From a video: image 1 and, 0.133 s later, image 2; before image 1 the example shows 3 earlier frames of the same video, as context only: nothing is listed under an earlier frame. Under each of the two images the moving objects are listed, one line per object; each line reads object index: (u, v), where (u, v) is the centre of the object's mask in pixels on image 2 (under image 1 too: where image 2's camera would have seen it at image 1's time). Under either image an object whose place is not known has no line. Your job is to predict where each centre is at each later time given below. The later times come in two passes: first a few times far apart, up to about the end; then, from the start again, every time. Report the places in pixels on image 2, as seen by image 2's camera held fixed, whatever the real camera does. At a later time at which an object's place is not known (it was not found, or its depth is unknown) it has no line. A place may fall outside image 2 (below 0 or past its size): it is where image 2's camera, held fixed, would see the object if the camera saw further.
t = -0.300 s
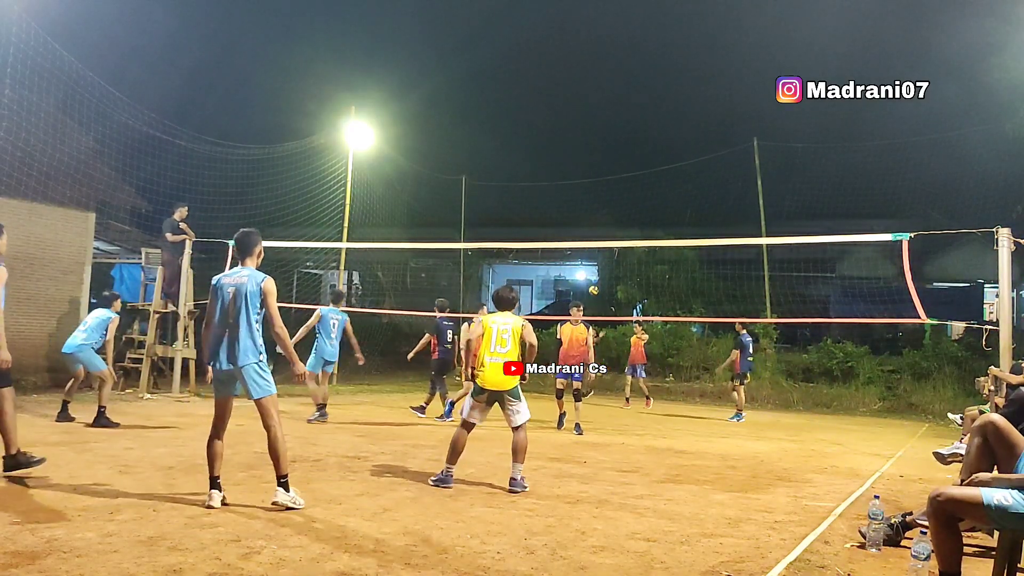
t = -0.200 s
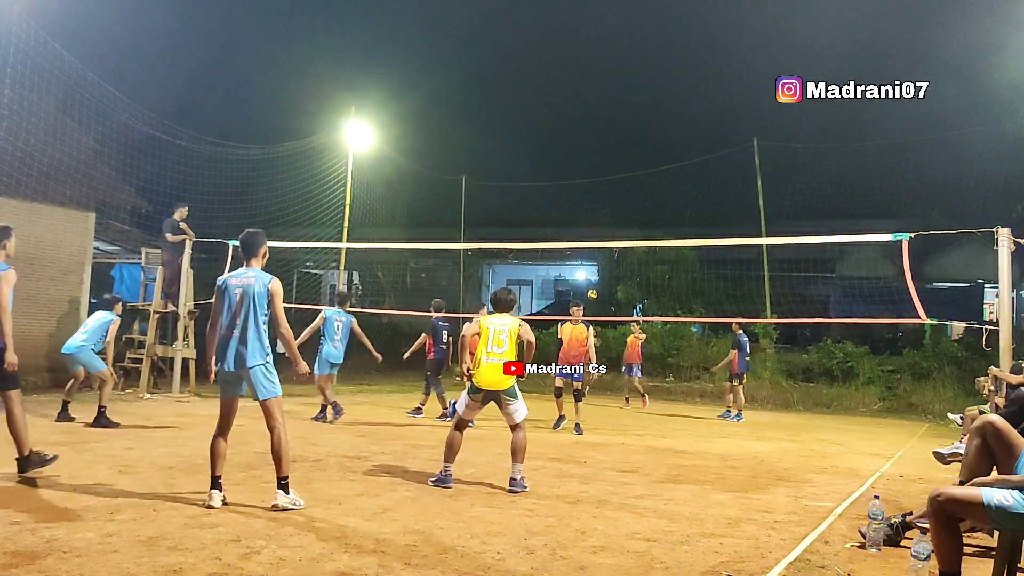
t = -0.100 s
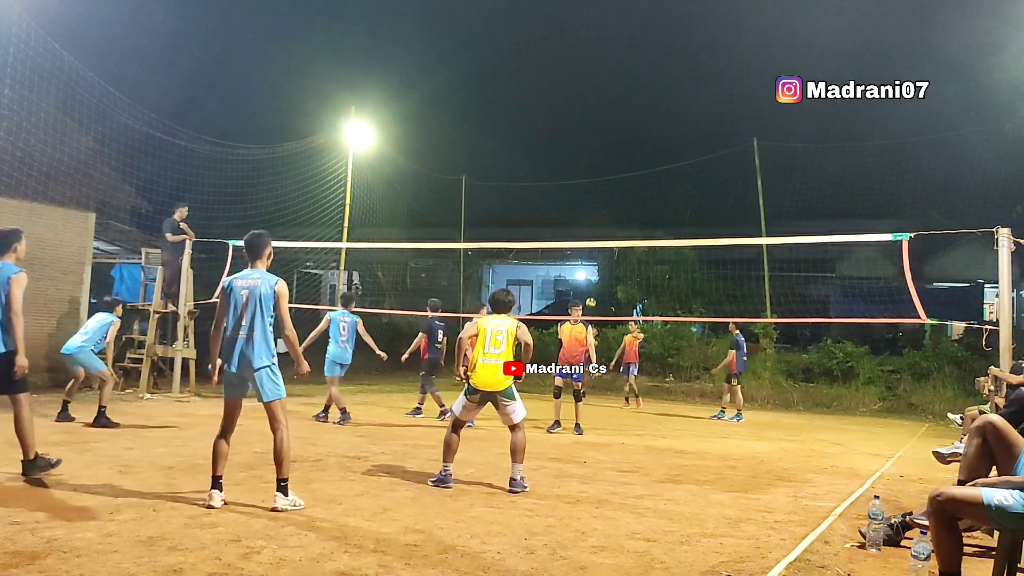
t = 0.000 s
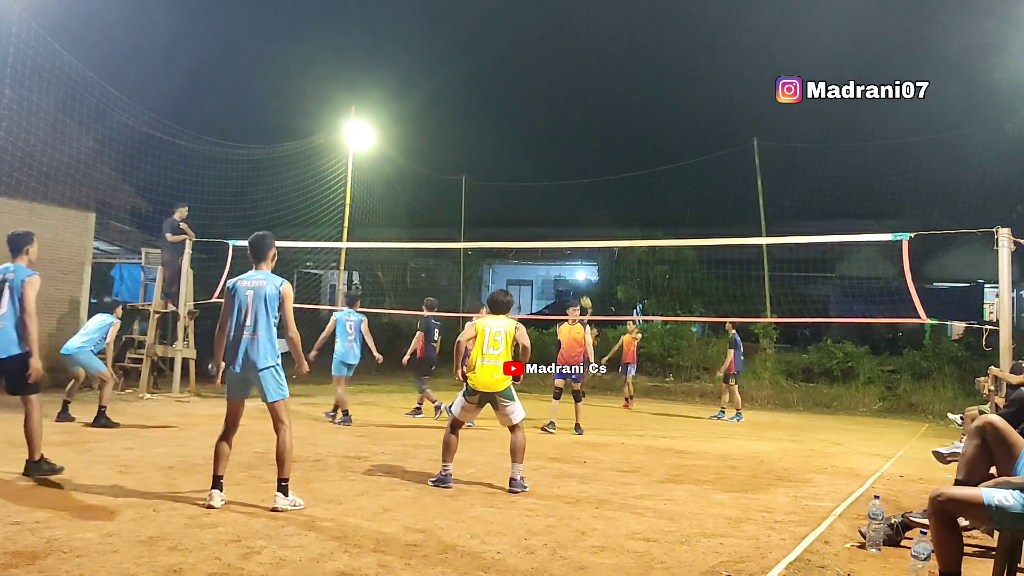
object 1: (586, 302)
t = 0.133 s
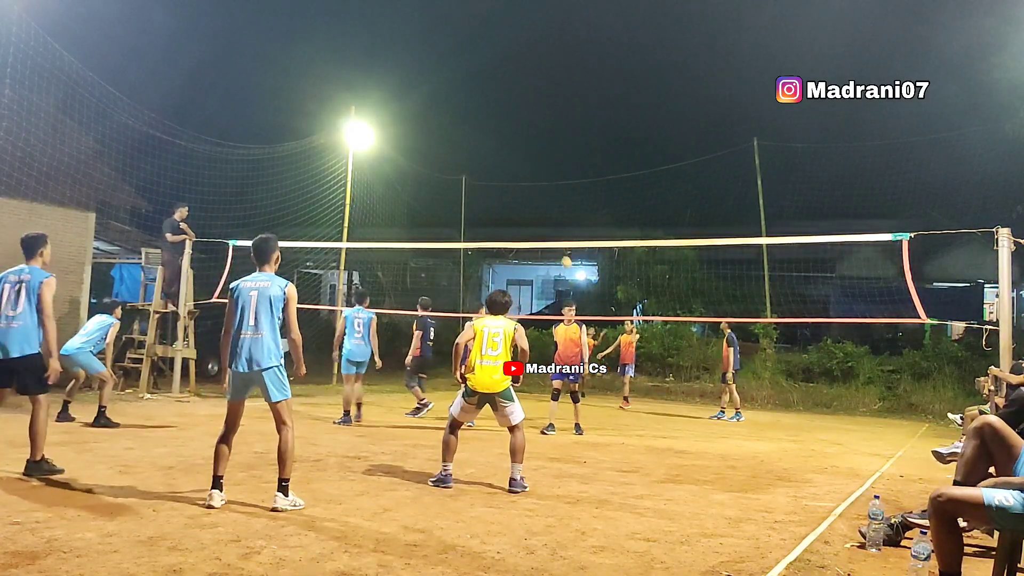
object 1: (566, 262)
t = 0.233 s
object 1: (549, 234)
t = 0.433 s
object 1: (510, 181)
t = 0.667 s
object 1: (446, 133)
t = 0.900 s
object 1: (354, 108)
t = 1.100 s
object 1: (239, 122)
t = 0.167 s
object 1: (561, 253)
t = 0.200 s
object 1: (555, 240)
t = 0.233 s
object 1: (549, 234)
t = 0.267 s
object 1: (543, 225)
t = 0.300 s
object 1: (537, 215)
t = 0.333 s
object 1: (530, 206)
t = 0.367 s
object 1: (524, 198)
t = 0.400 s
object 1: (517, 189)
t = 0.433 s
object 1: (510, 181)
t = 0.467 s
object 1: (502, 173)
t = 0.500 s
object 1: (494, 165)
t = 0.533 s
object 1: (486, 158)
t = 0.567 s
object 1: (477, 151)
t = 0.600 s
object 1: (467, 145)
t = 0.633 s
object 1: (456, 139)
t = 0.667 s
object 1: (446, 133)
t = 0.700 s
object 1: (434, 128)
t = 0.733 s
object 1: (423, 123)
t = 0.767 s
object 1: (411, 119)
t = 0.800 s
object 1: (398, 115)
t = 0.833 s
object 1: (384, 112)
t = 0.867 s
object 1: (370, 110)
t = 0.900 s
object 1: (354, 108)
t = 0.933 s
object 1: (338, 109)
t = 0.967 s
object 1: (321, 109)
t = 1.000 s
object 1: (302, 110)
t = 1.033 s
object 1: (282, 113)
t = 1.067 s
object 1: (261, 117)
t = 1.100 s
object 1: (239, 122)
